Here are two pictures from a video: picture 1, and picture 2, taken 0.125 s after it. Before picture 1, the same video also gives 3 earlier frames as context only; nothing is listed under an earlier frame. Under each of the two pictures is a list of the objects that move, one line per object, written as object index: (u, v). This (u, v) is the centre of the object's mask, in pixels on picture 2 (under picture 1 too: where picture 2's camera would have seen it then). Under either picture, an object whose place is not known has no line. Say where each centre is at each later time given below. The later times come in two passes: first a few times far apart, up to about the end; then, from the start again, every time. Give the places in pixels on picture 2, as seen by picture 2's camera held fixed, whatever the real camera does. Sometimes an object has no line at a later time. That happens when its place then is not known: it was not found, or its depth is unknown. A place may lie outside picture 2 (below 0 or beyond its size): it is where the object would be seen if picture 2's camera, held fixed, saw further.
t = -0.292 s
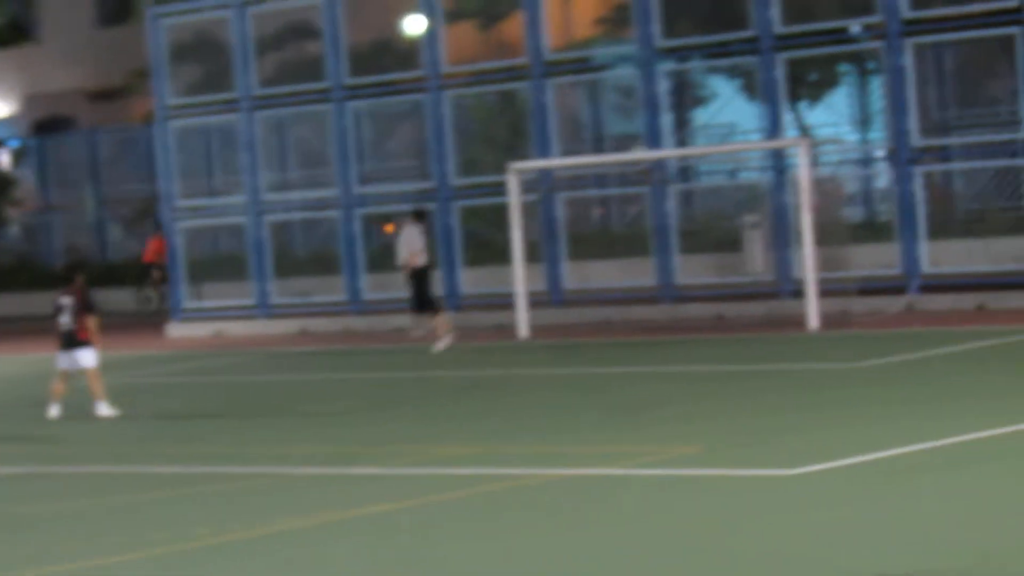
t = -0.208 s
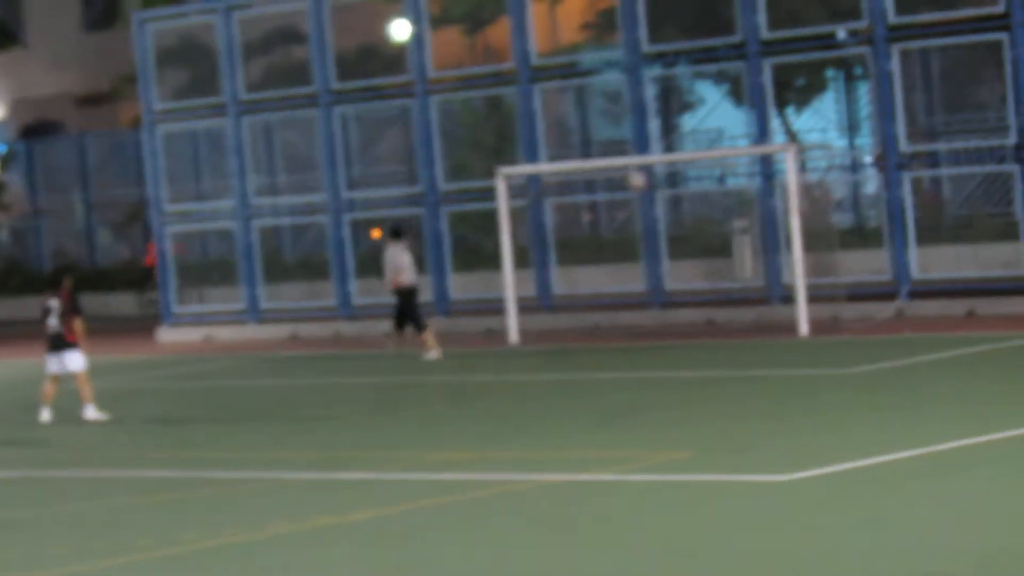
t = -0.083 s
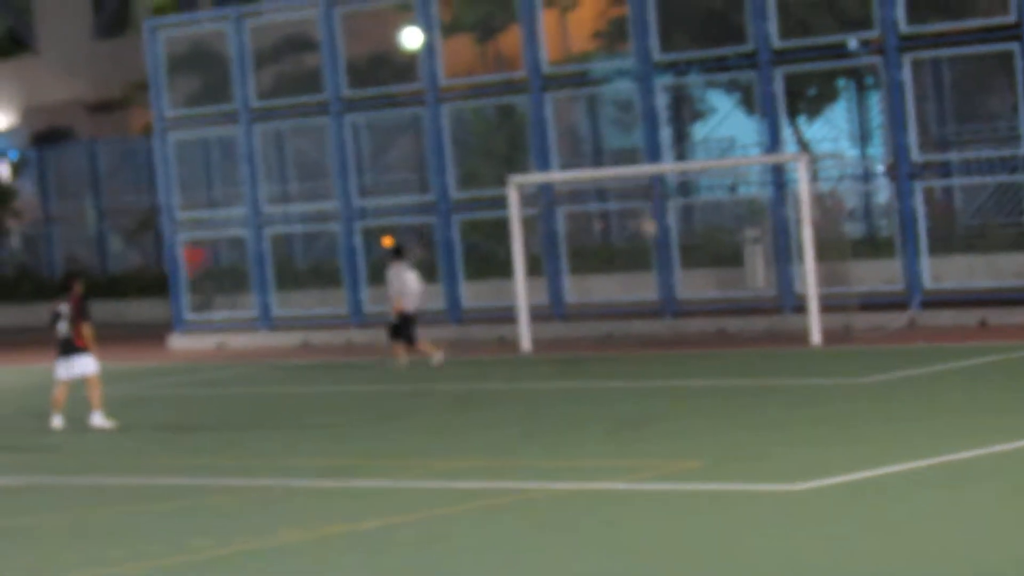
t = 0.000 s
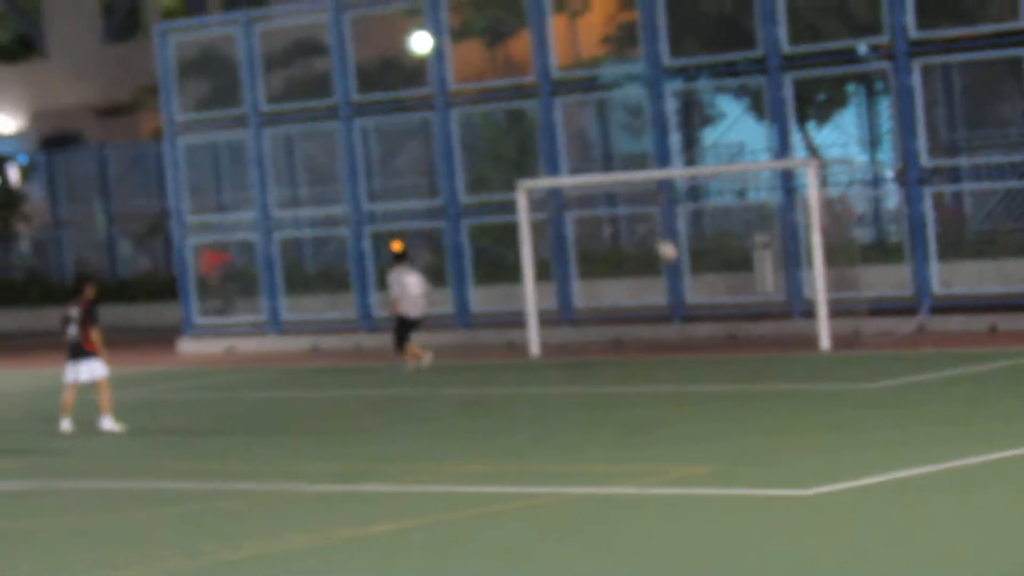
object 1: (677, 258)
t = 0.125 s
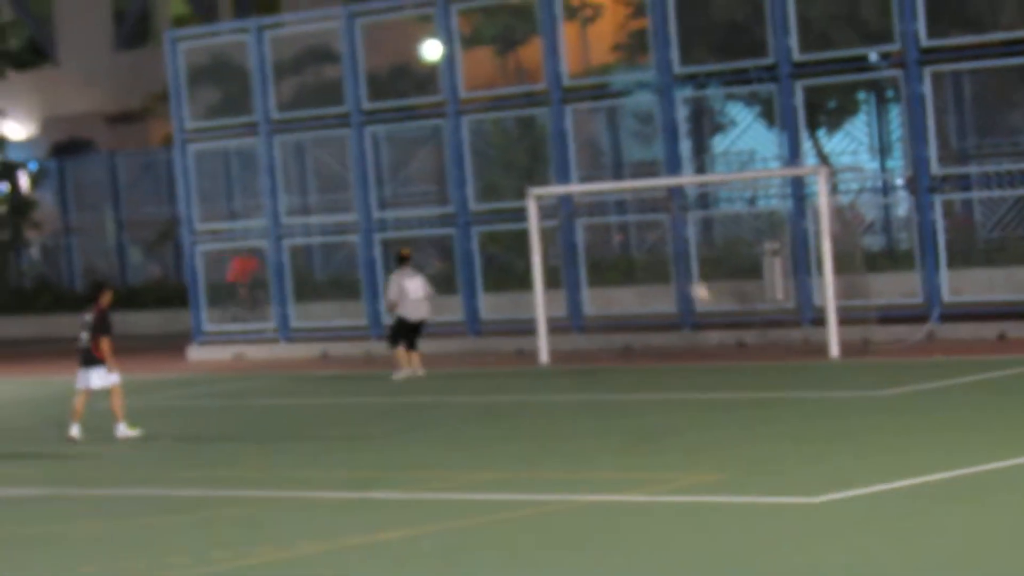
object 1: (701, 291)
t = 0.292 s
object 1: (736, 333)
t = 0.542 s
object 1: (774, 319)
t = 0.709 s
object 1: (797, 316)
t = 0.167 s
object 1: (708, 303)
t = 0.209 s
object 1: (717, 315)
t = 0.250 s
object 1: (728, 325)
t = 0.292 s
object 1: (736, 333)
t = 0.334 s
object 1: (743, 340)
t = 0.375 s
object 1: (751, 343)
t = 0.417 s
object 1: (756, 336)
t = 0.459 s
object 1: (762, 328)
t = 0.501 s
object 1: (768, 322)
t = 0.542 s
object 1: (774, 319)
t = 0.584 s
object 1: (779, 317)
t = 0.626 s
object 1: (786, 314)
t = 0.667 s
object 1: (791, 315)
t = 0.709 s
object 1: (797, 316)
